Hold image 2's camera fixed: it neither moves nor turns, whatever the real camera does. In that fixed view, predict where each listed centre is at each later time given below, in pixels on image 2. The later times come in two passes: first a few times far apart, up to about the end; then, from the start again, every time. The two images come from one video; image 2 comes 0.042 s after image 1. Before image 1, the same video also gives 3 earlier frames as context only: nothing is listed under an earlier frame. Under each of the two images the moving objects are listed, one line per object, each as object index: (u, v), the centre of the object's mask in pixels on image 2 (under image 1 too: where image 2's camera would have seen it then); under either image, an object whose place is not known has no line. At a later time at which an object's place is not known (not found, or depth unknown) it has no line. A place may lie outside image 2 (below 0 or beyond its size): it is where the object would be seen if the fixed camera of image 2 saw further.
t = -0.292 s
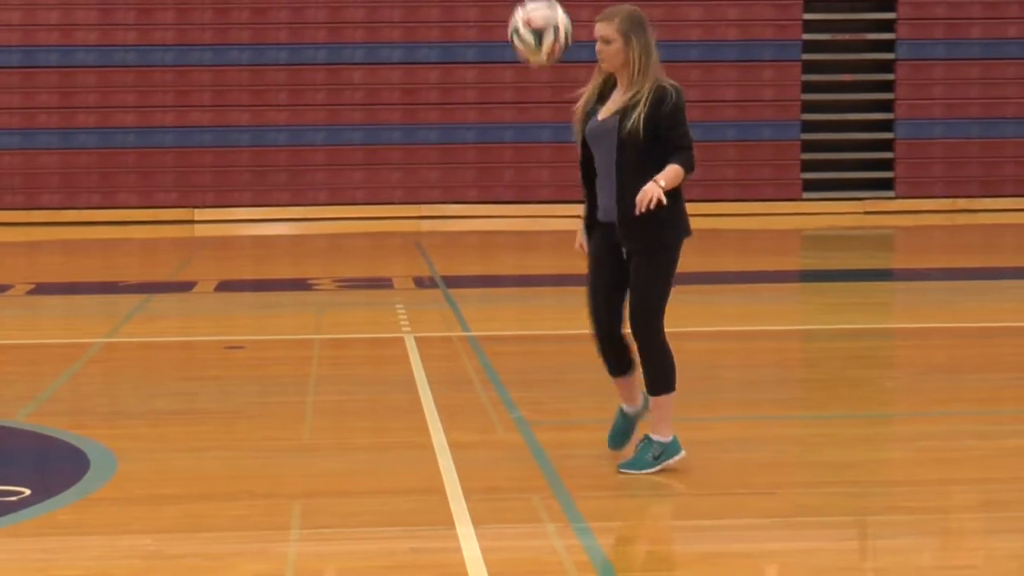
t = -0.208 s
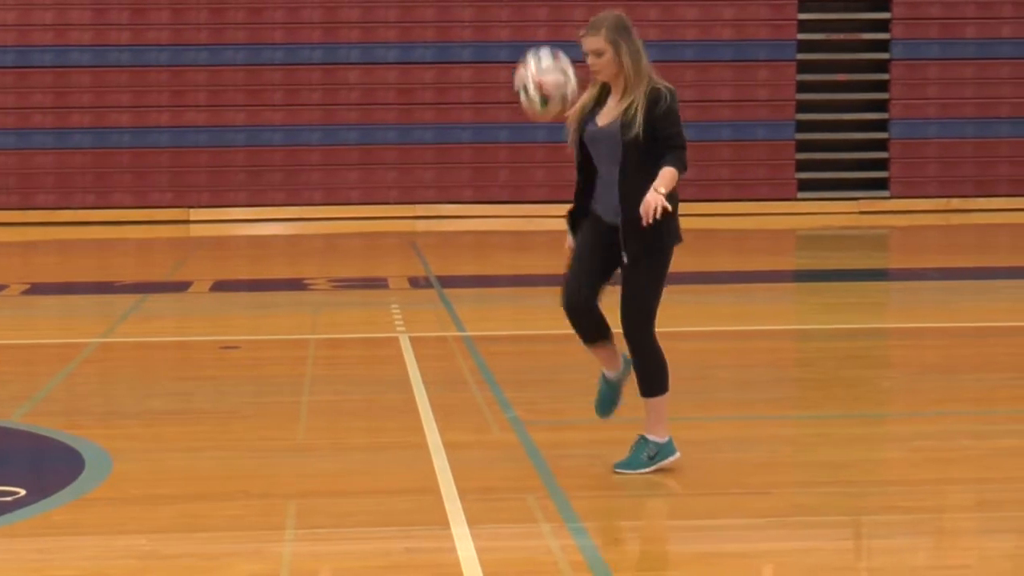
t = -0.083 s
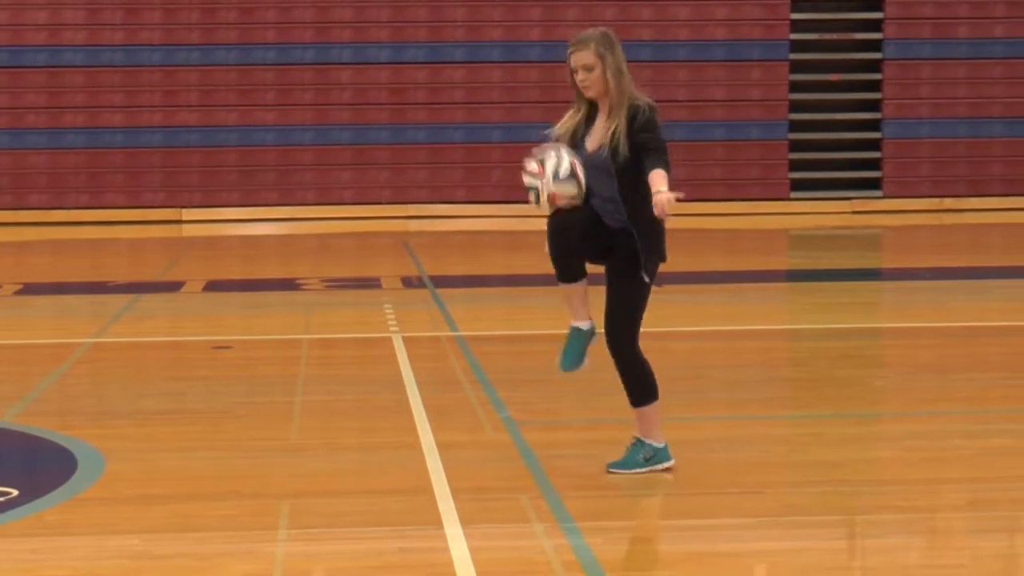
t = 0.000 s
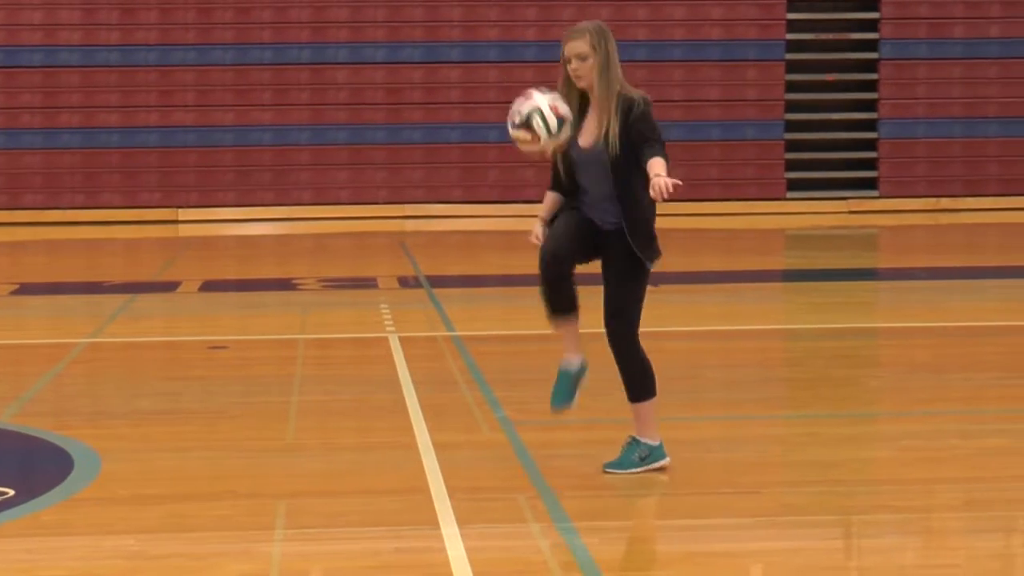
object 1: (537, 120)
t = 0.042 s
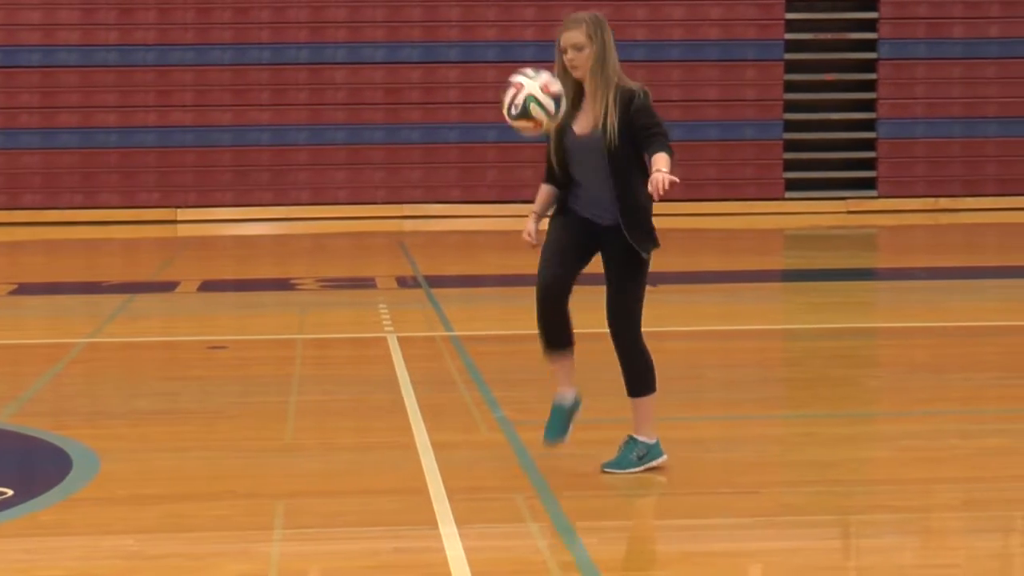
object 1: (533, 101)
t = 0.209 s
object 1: (514, 65)
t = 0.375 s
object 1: (495, 108)
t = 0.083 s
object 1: (527, 84)
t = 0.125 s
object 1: (522, 72)
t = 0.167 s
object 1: (518, 67)
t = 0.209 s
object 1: (514, 65)
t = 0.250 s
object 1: (509, 68)
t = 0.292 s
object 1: (505, 77)
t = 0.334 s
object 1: (500, 90)
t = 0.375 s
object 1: (495, 108)
